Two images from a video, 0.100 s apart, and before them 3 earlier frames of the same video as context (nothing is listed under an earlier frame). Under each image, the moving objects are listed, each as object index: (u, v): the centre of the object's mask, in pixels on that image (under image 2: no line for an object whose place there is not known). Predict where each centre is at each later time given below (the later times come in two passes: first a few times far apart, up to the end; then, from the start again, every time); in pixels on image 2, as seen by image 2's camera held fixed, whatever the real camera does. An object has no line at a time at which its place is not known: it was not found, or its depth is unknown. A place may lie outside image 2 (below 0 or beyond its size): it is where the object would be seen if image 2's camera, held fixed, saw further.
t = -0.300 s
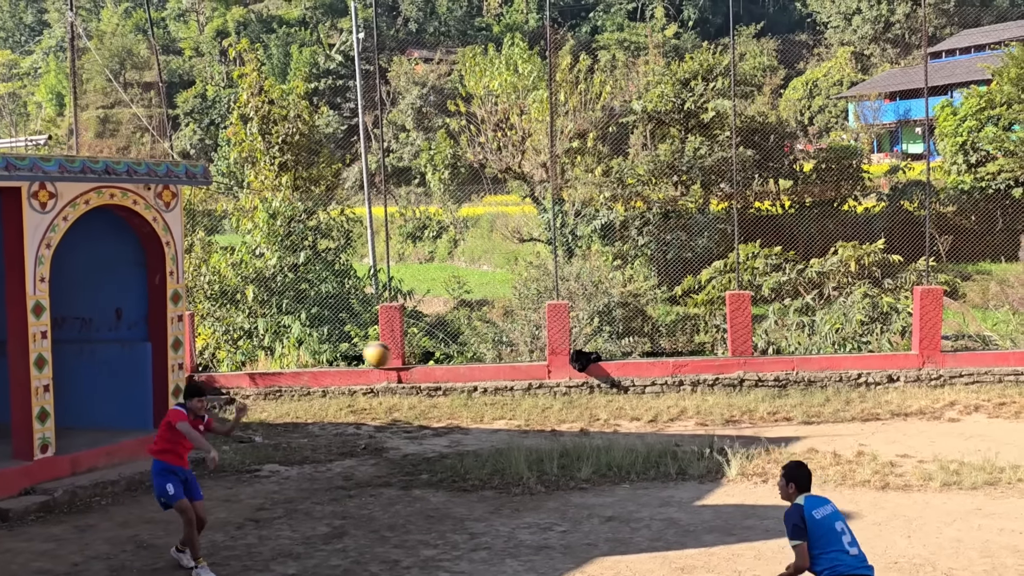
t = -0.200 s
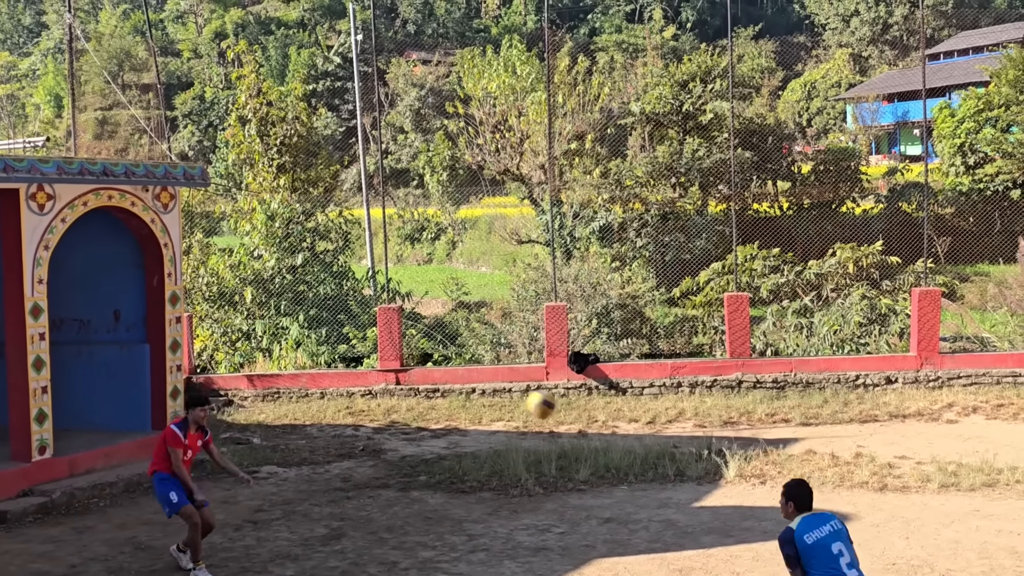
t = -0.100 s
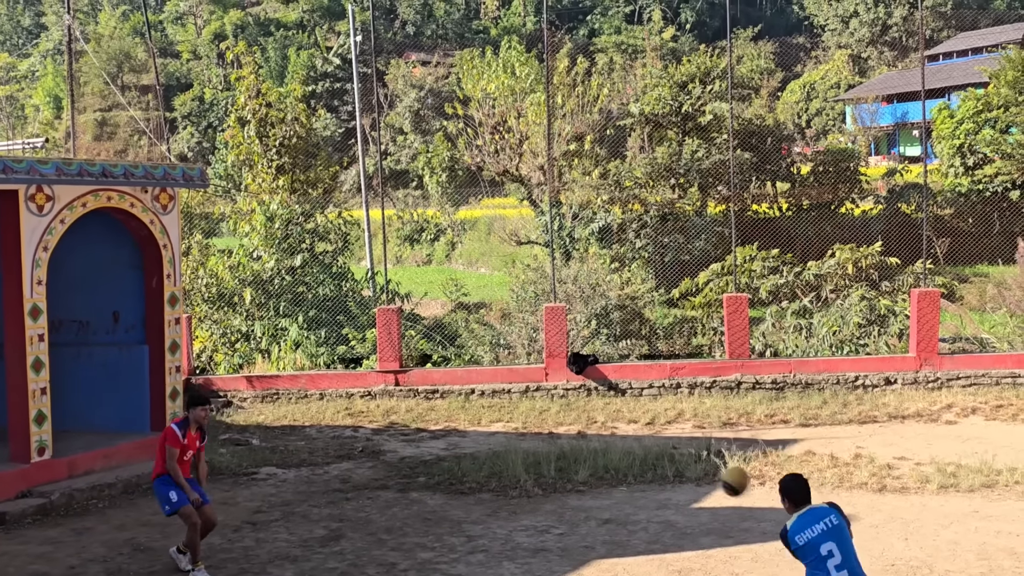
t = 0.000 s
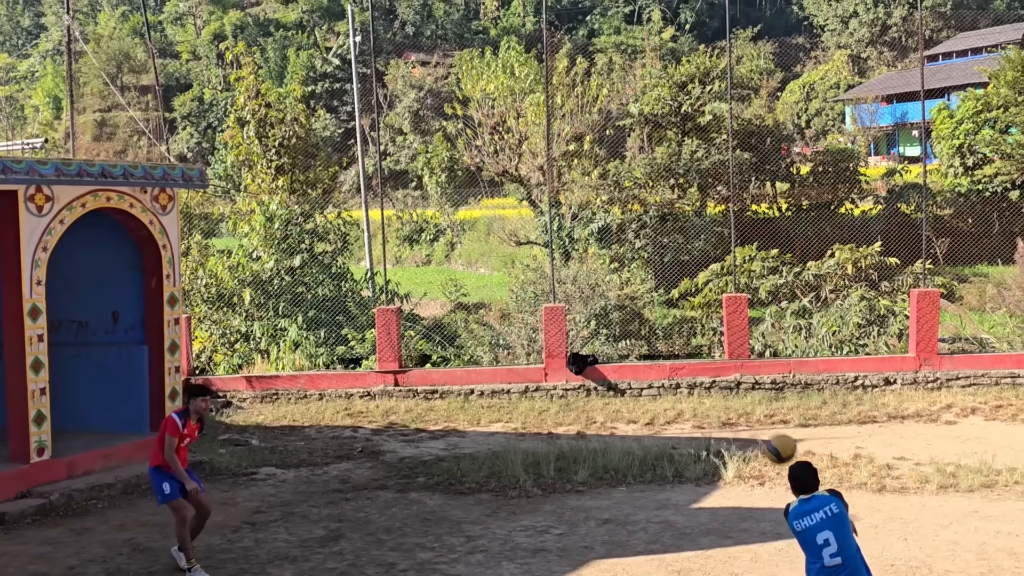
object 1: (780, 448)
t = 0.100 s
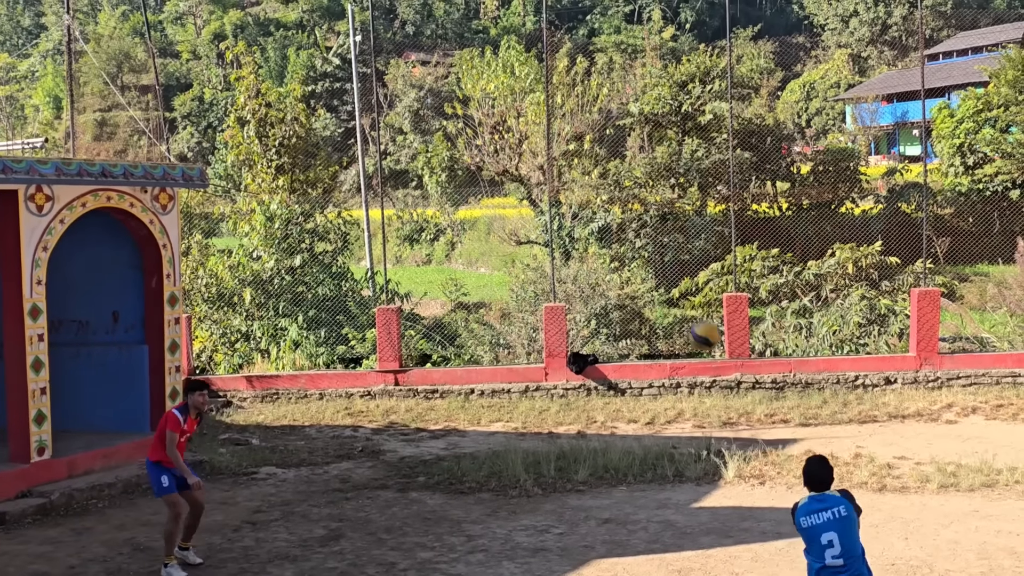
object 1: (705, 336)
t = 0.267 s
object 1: (586, 186)
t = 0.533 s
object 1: (421, 42)
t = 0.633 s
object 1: (367, 22)
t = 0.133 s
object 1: (679, 300)
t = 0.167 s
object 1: (656, 269)
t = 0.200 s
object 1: (632, 239)
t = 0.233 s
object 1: (608, 212)
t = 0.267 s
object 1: (586, 186)
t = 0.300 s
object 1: (563, 161)
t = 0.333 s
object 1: (542, 140)
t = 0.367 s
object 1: (520, 120)
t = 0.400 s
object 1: (500, 100)
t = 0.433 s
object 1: (480, 83)
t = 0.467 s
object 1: (460, 67)
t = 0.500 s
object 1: (439, 54)
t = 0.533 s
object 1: (421, 42)
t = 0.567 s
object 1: (402, 32)
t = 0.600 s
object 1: (386, 25)
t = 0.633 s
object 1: (367, 22)
